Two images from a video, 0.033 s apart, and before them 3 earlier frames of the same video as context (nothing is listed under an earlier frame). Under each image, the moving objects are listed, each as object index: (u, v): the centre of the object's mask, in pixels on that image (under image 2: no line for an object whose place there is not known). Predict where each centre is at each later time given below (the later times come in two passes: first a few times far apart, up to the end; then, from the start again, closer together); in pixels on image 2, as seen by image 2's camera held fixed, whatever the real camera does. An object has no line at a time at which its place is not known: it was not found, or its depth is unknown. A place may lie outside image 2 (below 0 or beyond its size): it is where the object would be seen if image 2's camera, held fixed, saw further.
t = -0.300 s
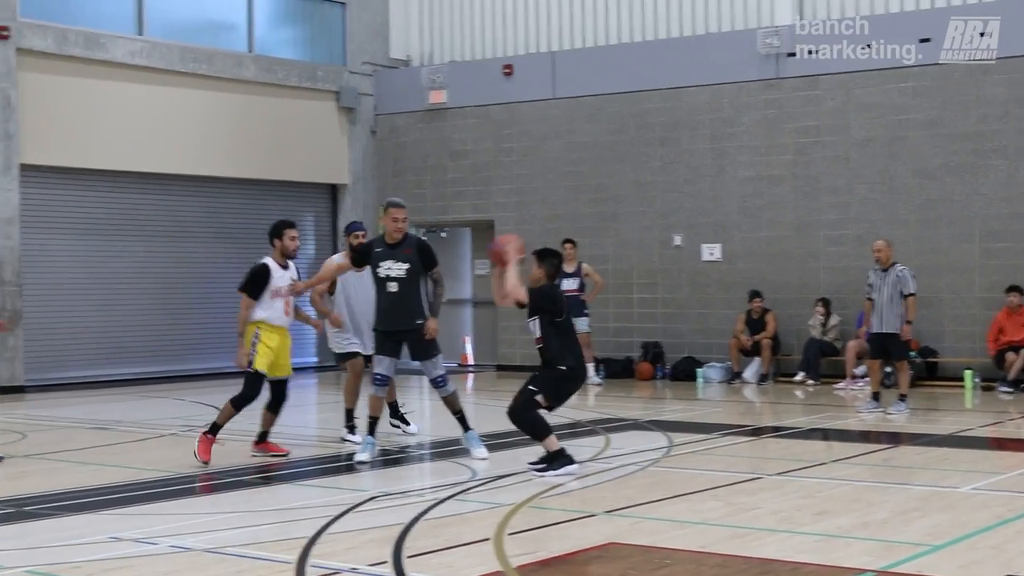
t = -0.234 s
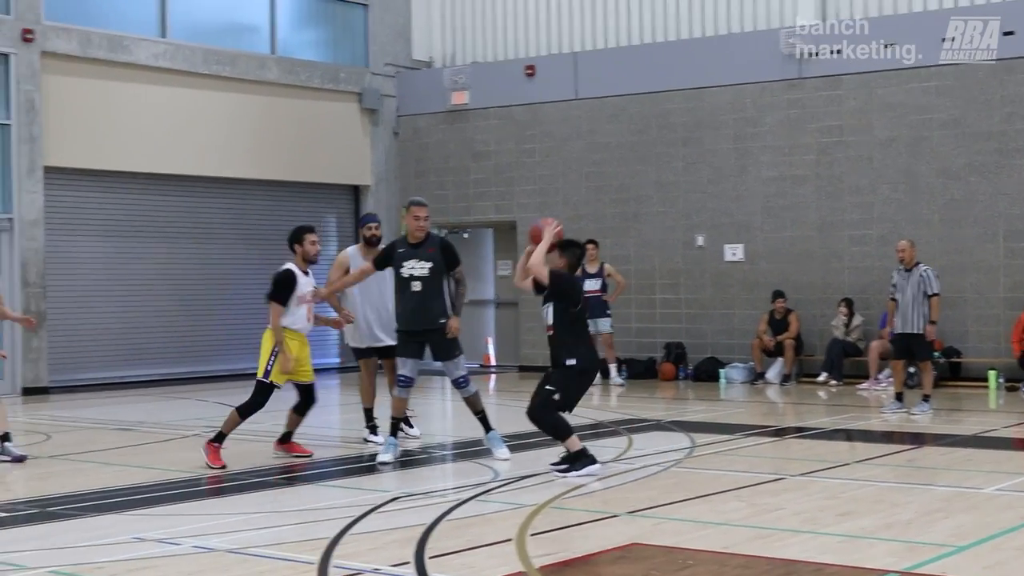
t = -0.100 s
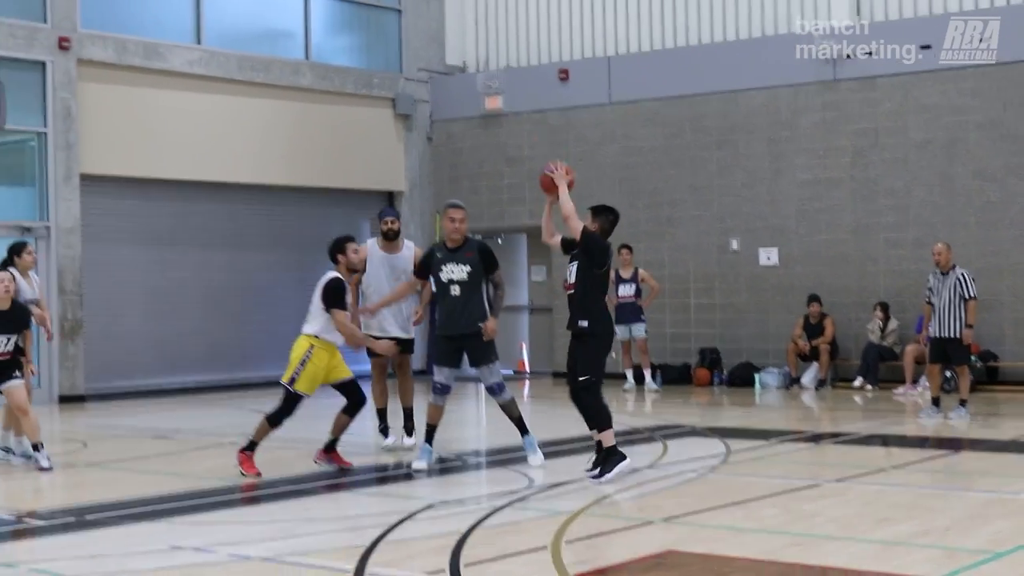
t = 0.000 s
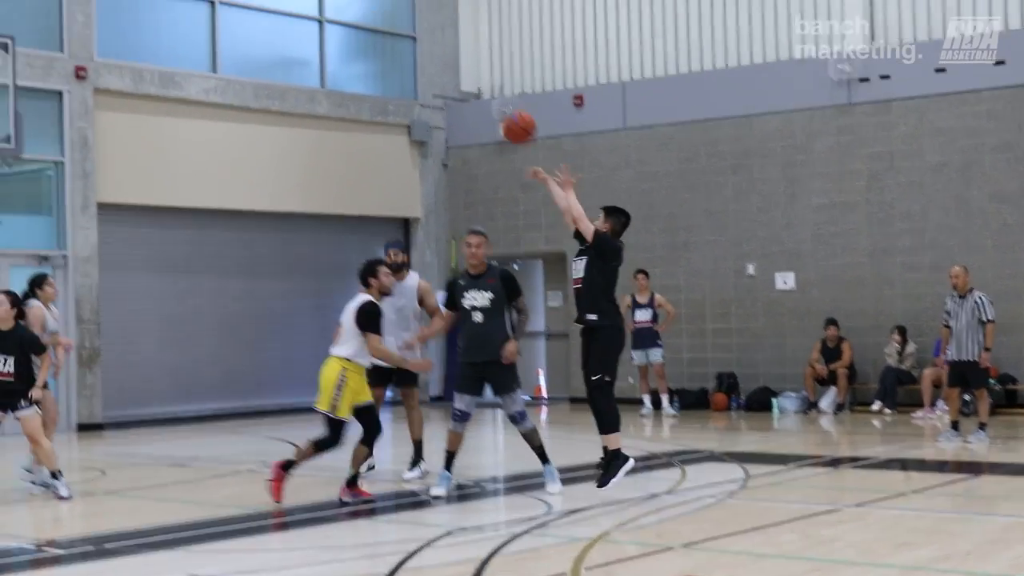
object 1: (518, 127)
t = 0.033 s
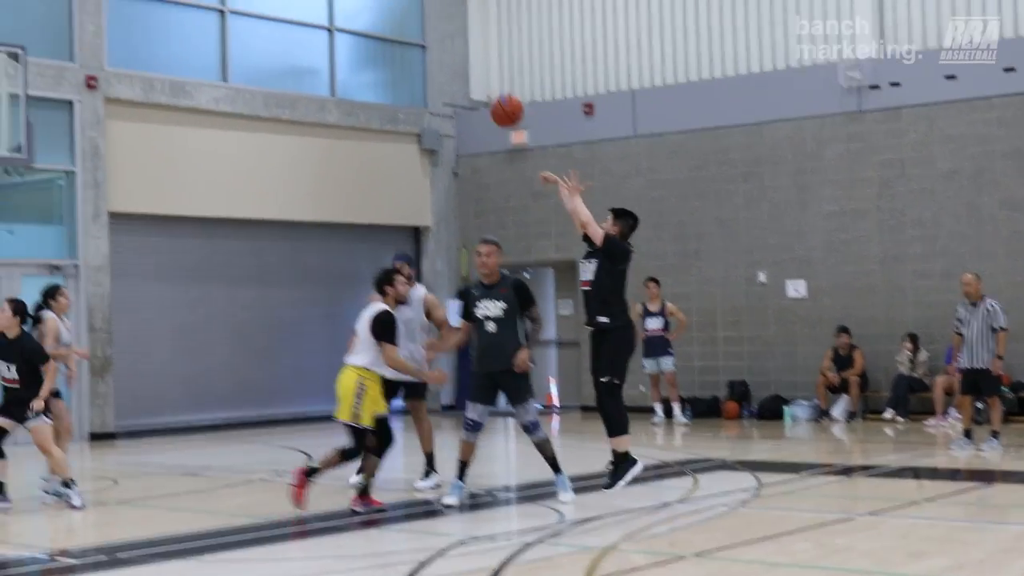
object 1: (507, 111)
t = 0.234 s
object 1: (379, -4)
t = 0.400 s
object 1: (285, -52)
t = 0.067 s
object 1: (484, 88)
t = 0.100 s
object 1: (462, 65)
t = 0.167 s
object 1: (419, 26)
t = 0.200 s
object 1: (398, 10)
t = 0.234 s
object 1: (379, -4)
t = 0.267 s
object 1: (360, -17)
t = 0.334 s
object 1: (322, -38)
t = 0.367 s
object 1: (303, -46)
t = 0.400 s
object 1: (285, -52)
